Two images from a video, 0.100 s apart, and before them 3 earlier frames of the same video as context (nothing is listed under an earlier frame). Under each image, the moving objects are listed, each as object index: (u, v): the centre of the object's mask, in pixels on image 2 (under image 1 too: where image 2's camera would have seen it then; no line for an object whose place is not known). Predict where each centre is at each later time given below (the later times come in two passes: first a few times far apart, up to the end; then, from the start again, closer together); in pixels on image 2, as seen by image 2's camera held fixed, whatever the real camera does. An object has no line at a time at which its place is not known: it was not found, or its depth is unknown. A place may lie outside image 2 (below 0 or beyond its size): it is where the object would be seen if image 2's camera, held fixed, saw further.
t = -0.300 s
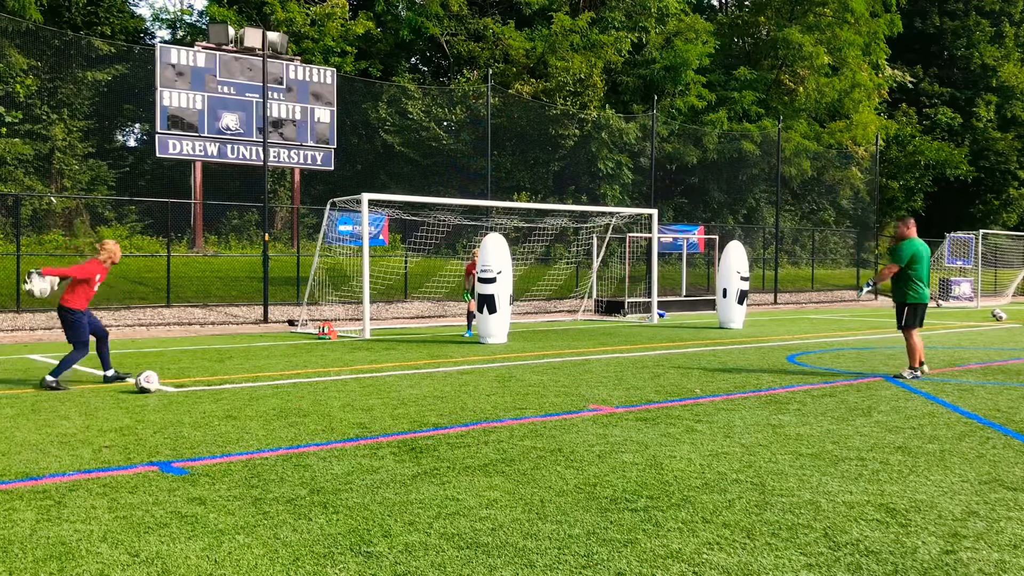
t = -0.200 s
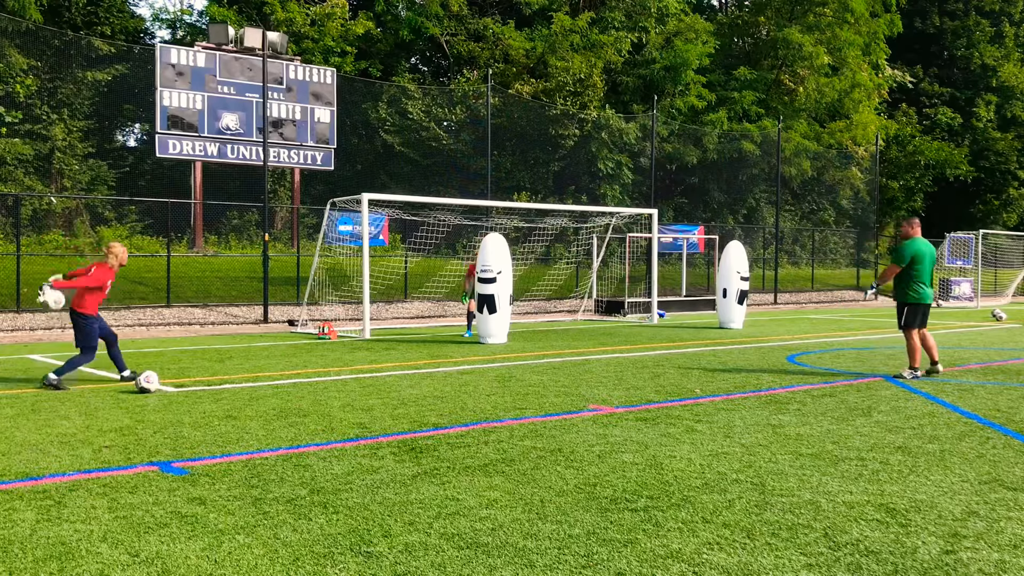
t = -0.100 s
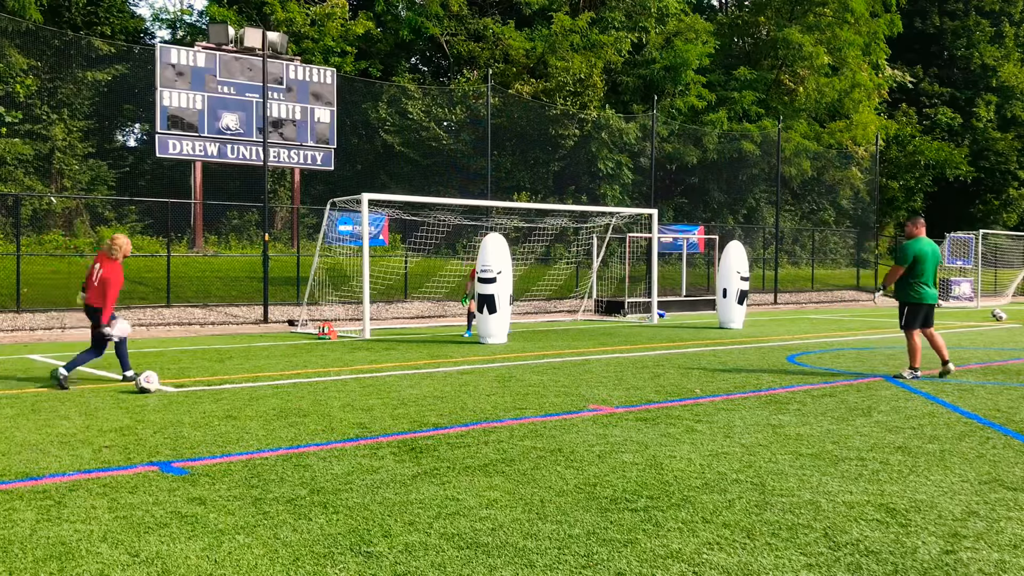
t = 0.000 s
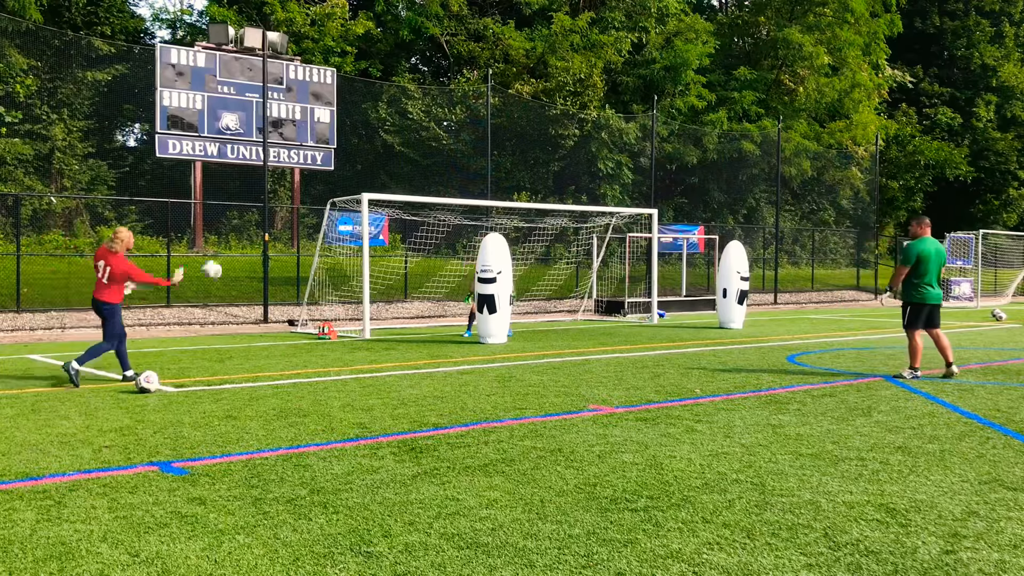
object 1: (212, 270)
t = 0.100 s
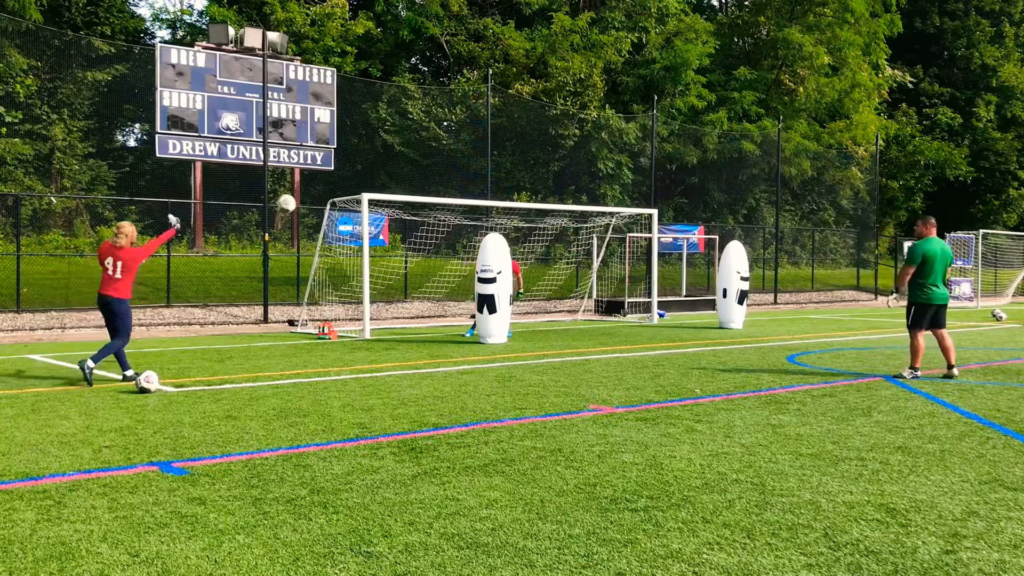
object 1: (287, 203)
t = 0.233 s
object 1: (371, 143)
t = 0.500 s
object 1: (502, 89)
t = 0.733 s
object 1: (589, 92)
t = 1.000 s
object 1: (665, 133)
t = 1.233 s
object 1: (718, 192)
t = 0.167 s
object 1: (332, 170)
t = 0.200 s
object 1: (351, 156)
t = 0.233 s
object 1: (371, 143)
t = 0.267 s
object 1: (390, 132)
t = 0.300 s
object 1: (408, 122)
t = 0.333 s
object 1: (425, 113)
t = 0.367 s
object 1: (442, 106)
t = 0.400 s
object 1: (458, 100)
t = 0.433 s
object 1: (473, 96)
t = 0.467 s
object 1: (488, 92)
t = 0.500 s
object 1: (502, 89)
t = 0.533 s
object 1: (516, 87)
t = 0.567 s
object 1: (529, 86)
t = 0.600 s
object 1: (542, 86)
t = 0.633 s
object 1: (554, 87)
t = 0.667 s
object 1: (566, 88)
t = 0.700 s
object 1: (578, 90)
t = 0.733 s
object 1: (589, 92)
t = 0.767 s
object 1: (600, 95)
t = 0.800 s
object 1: (610, 99)
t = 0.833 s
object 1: (620, 104)
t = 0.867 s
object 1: (629, 109)
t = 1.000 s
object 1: (665, 133)
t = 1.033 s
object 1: (674, 140)
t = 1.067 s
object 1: (682, 148)
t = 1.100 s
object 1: (689, 157)
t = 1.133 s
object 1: (697, 165)
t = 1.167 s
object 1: (704, 174)
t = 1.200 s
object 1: (711, 183)
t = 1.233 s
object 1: (718, 192)
